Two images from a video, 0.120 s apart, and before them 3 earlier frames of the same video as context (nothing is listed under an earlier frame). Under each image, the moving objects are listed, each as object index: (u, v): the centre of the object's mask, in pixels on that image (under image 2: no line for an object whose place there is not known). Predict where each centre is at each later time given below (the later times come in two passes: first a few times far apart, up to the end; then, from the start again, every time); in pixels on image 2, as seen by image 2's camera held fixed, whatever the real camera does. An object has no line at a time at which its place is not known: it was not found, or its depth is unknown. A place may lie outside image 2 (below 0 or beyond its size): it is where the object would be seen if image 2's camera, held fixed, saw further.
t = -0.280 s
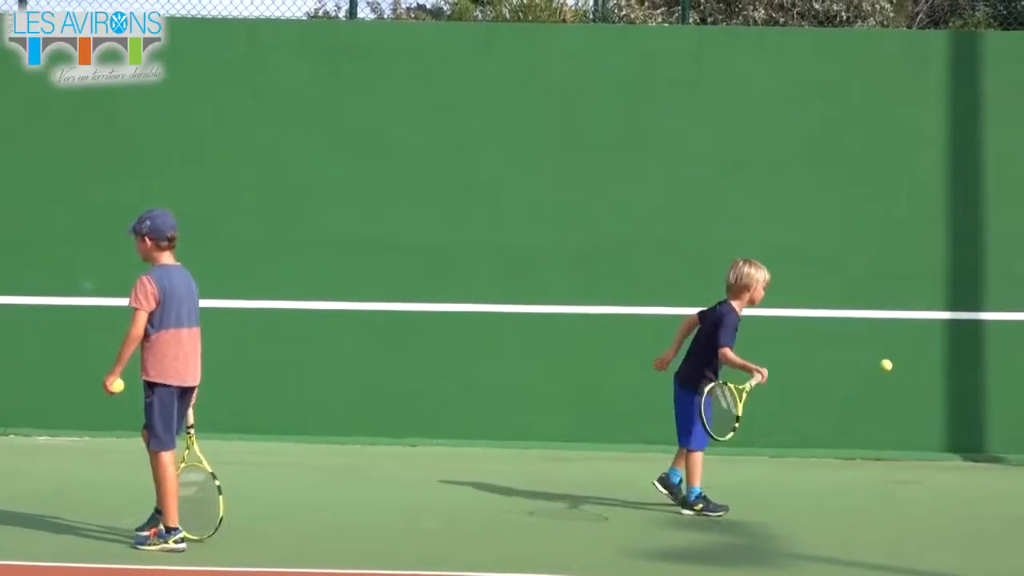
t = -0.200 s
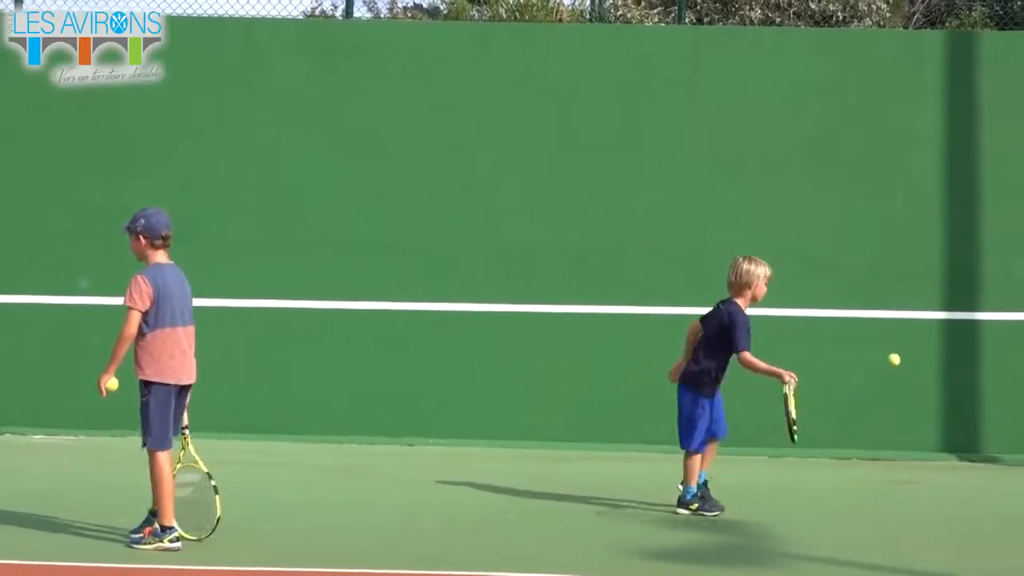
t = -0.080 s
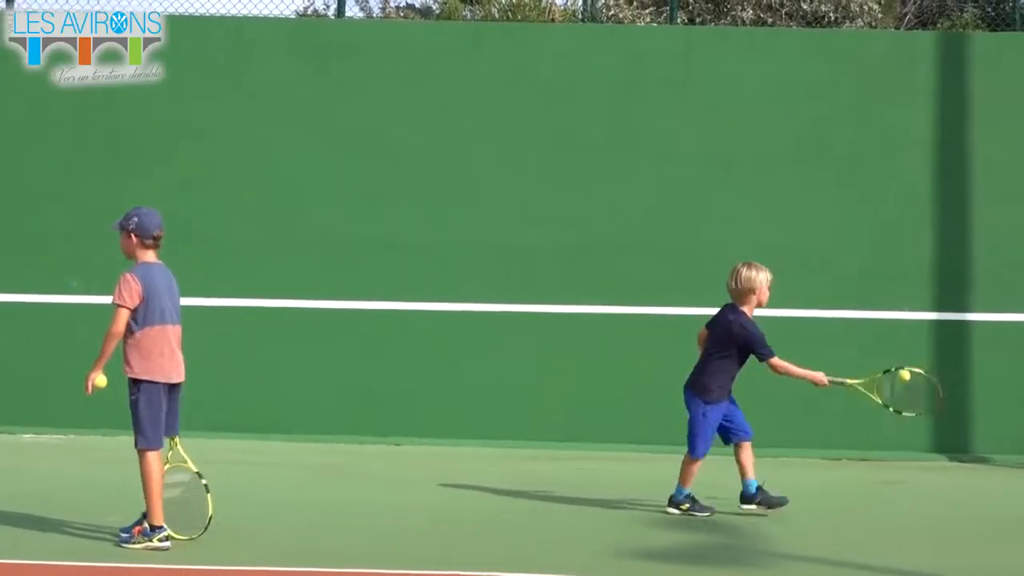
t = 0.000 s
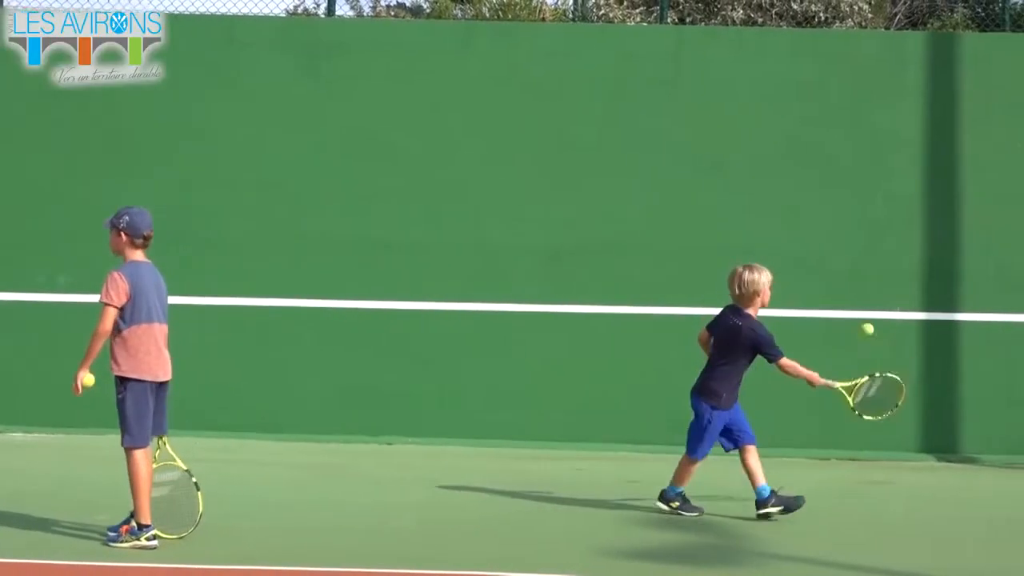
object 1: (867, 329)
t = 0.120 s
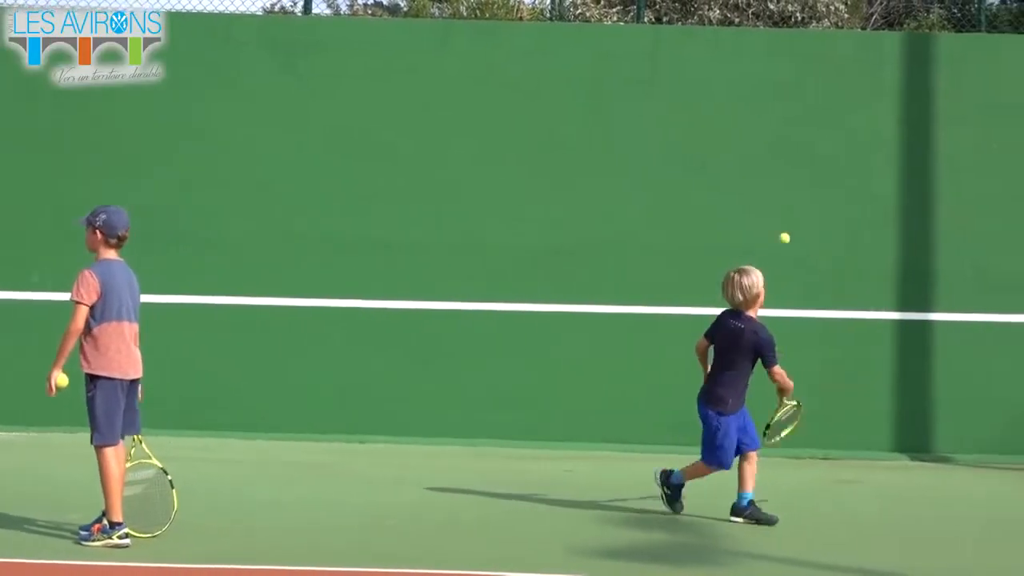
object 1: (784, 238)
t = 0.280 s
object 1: (724, 176)
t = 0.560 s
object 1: (717, 193)
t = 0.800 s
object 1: (721, 334)
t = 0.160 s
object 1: (768, 217)
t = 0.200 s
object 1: (752, 200)
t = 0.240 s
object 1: (738, 187)
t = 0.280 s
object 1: (724, 176)
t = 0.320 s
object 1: (711, 169)
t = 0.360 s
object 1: (713, 167)
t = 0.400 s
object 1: (714, 167)
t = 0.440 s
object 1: (715, 169)
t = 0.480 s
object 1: (716, 175)
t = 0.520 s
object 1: (717, 183)
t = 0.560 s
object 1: (717, 193)
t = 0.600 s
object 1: (718, 207)
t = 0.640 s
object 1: (719, 225)
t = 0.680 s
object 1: (719, 245)
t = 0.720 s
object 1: (720, 270)
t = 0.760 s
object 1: (721, 300)
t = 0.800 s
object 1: (721, 334)
